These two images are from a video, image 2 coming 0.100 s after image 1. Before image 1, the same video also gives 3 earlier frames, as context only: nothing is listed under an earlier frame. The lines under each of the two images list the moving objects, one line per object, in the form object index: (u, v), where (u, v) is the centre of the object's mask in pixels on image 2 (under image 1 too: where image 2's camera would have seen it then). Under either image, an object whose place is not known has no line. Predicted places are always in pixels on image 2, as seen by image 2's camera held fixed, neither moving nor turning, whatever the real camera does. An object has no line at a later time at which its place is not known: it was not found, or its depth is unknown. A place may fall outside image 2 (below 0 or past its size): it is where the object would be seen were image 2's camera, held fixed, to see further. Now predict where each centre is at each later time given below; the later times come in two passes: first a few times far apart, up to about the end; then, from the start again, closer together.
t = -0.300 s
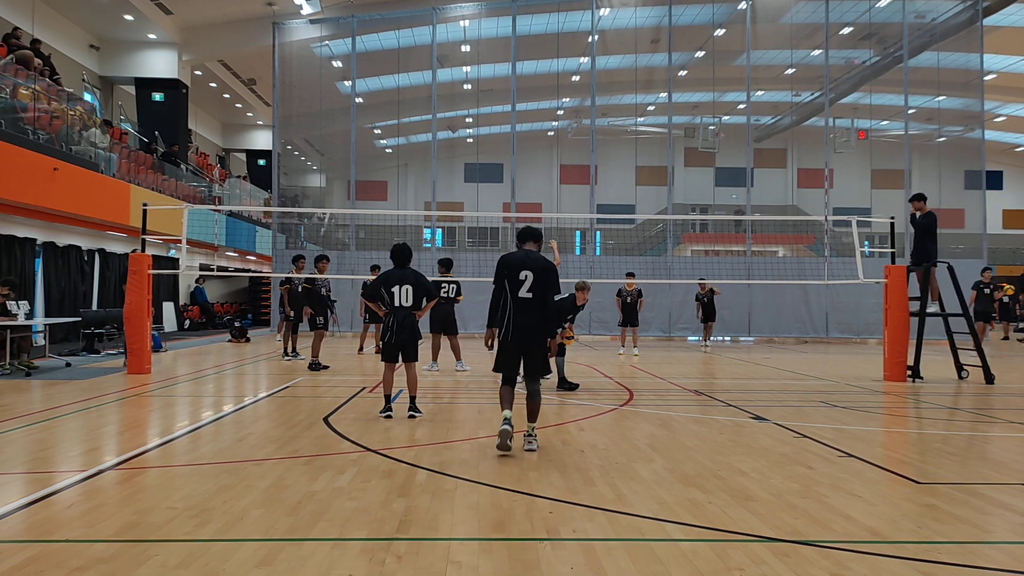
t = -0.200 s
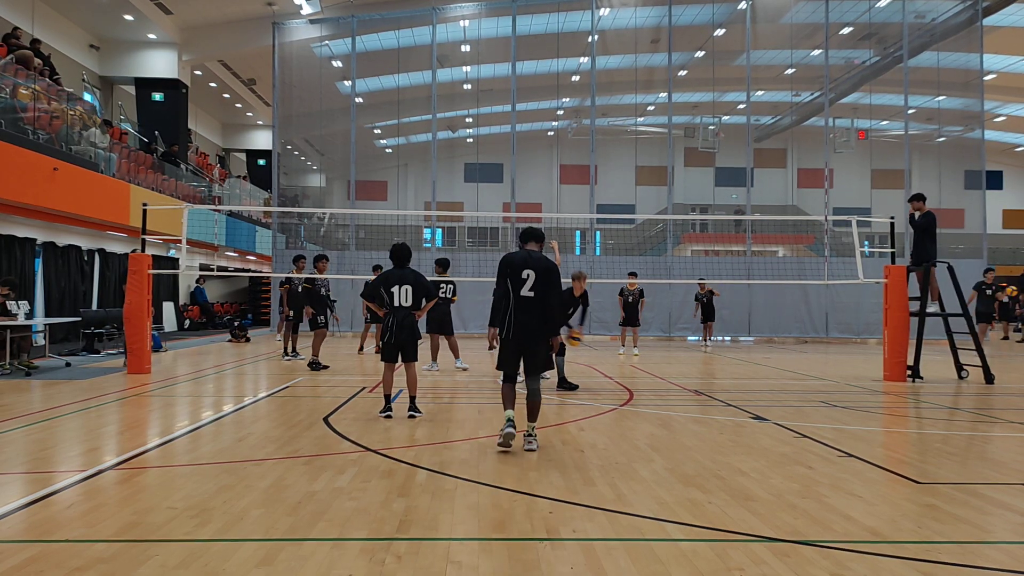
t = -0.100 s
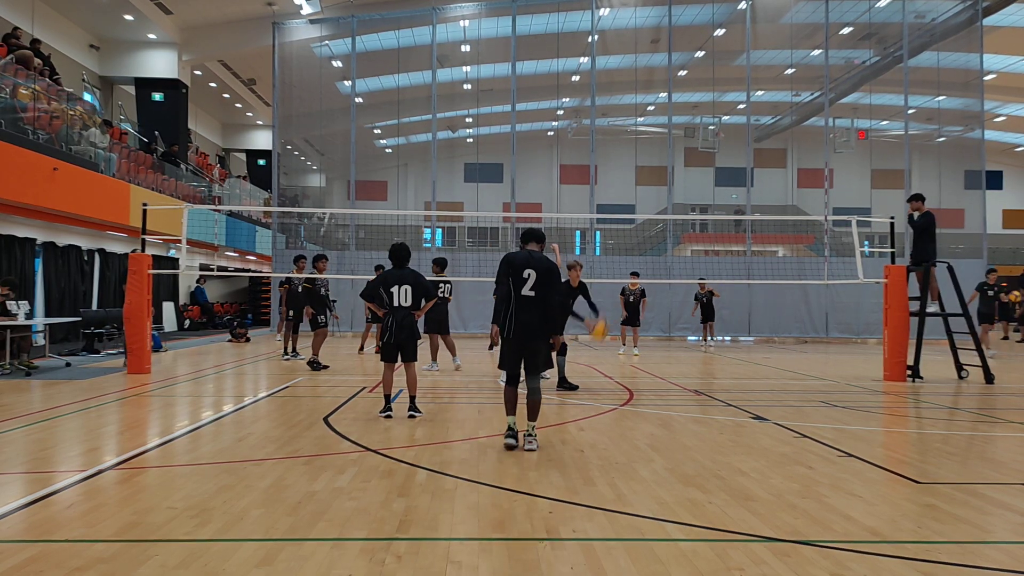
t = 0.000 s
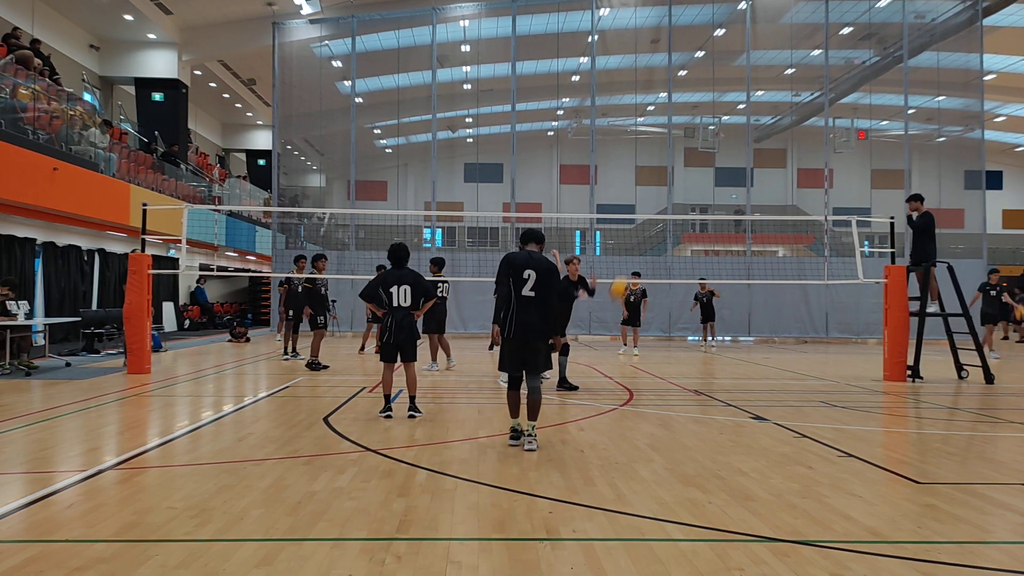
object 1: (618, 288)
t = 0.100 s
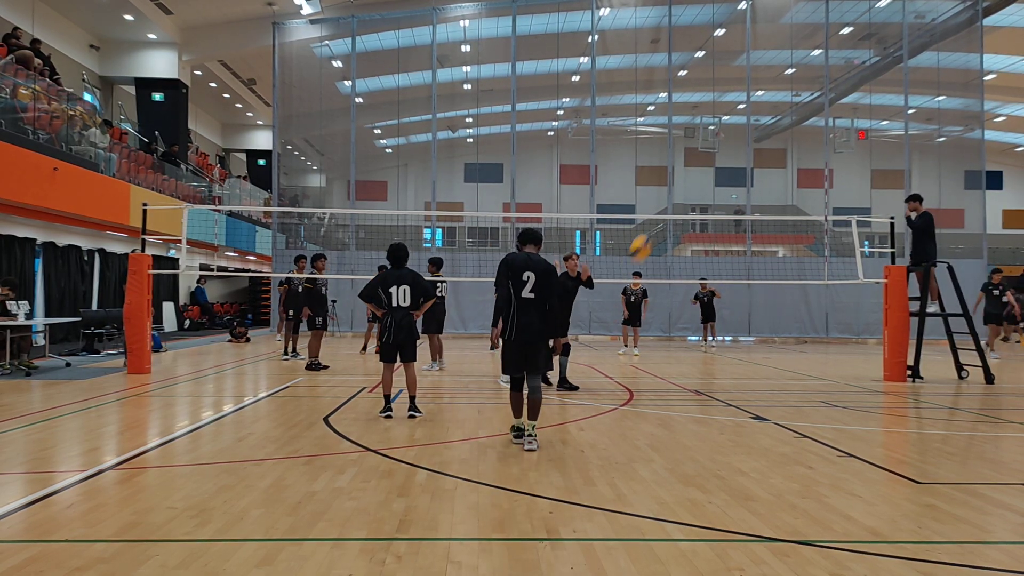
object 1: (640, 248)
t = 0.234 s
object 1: (674, 198)
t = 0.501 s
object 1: (763, 126)
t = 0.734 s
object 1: (895, 116)
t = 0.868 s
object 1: (1002, 167)
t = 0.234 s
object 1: (674, 198)
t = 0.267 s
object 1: (682, 188)
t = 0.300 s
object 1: (692, 175)
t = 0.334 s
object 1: (701, 165)
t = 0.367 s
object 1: (712, 156)
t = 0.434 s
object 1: (735, 139)
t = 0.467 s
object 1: (749, 132)
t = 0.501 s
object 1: (763, 126)
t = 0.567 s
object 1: (794, 116)
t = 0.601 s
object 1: (811, 112)
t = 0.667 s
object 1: (848, 109)
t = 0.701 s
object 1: (871, 111)
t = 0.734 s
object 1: (895, 116)
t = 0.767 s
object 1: (922, 122)
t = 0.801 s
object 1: (949, 133)
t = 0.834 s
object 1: (977, 146)
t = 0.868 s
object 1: (1002, 167)
